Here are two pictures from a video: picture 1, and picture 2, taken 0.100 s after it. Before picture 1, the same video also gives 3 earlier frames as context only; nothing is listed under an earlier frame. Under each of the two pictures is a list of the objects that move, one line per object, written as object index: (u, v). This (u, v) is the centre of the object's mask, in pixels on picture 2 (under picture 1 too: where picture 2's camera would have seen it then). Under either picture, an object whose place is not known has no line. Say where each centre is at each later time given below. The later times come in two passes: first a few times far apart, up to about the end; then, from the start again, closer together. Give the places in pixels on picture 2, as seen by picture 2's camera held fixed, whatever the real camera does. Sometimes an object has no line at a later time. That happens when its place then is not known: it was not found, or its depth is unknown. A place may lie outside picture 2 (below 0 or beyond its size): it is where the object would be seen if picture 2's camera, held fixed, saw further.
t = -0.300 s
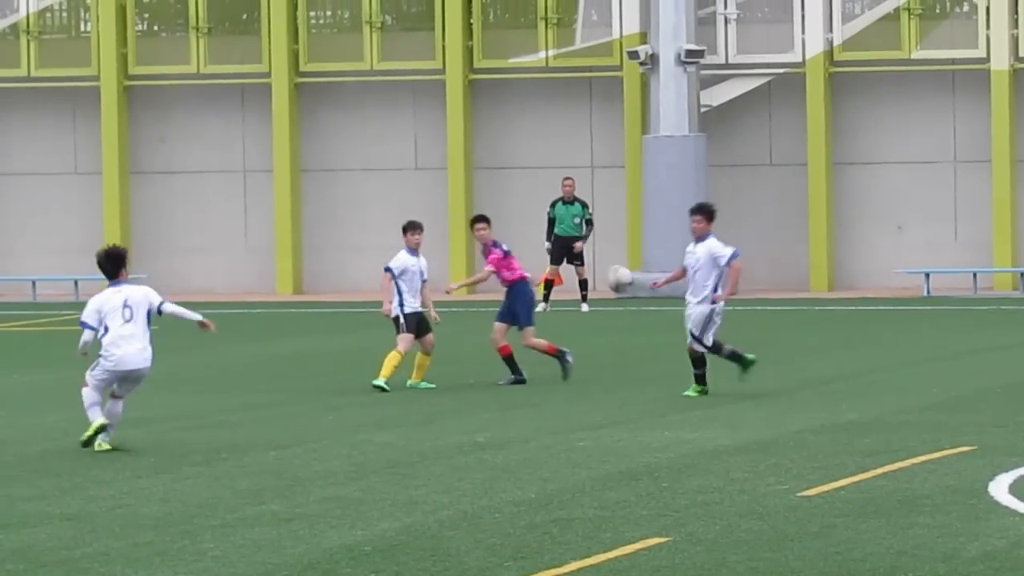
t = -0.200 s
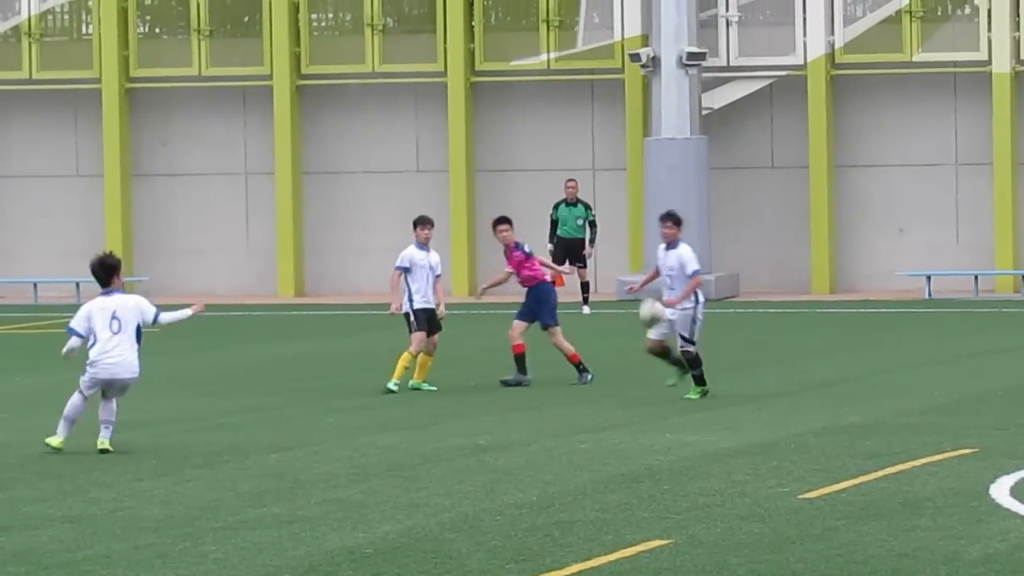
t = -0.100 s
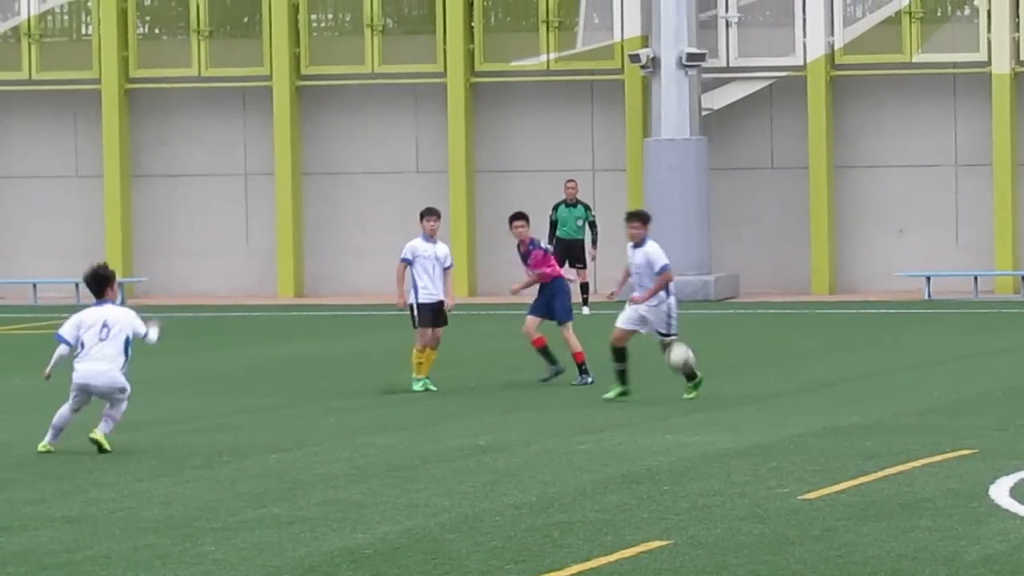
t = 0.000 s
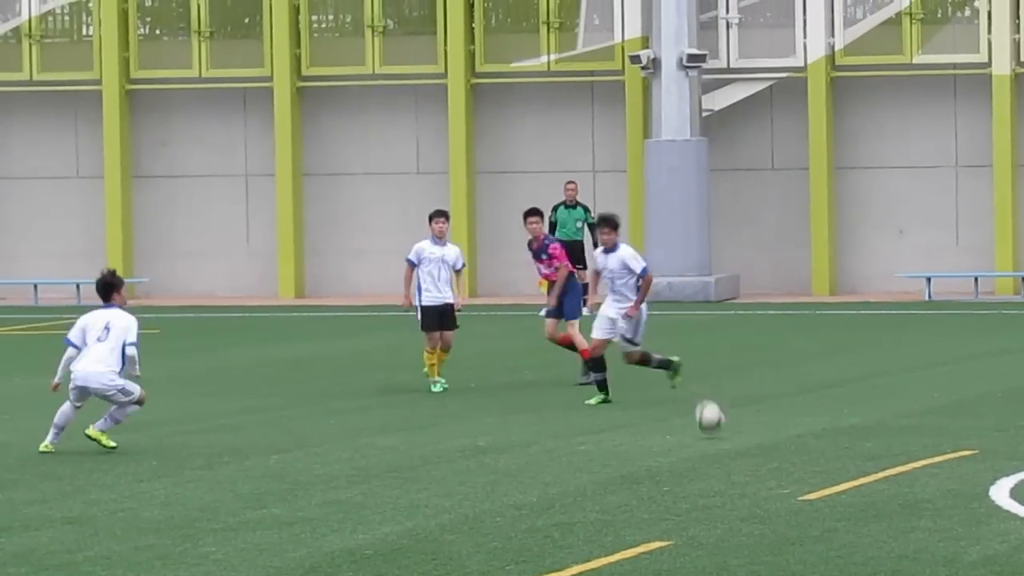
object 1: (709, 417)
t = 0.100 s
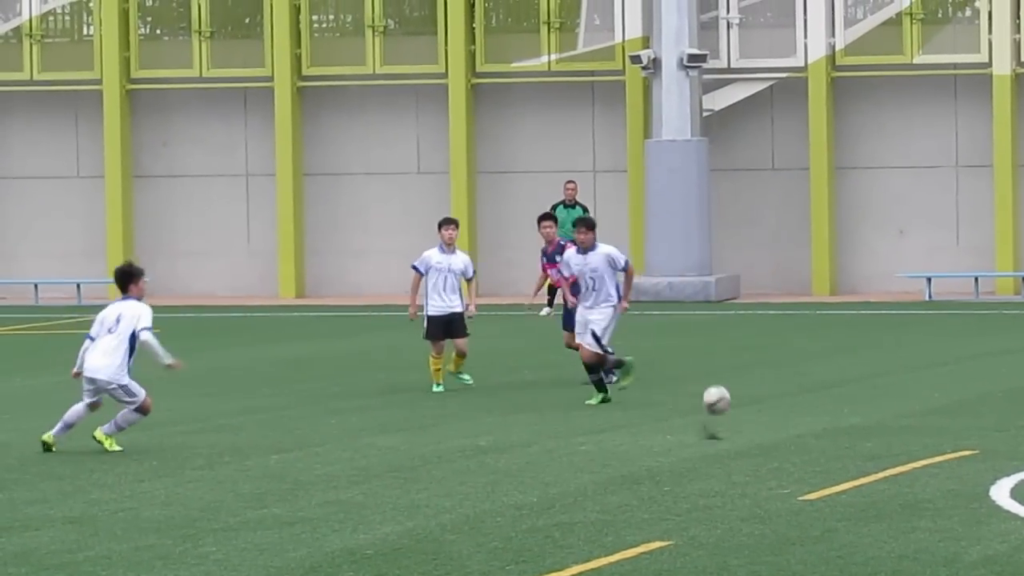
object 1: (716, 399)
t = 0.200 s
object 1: (718, 377)
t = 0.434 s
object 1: (720, 373)
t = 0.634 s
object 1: (722, 428)
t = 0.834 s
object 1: (728, 420)
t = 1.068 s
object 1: (737, 435)
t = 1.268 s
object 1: (740, 455)
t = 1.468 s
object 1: (738, 465)
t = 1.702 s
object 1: (732, 477)
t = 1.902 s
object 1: (726, 495)
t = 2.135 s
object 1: (718, 507)
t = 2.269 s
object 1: (713, 515)
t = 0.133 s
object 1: (717, 391)
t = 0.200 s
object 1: (718, 377)
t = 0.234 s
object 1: (718, 372)
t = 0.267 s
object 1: (718, 369)
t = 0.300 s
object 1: (719, 366)
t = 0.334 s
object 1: (719, 366)
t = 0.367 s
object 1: (720, 367)
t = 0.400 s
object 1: (719, 369)
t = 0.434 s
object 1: (720, 373)
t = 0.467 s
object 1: (721, 378)
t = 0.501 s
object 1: (721, 386)
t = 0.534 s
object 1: (721, 394)
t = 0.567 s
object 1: (721, 404)
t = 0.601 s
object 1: (721, 415)
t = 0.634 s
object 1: (722, 428)
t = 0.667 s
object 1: (722, 444)
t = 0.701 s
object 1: (722, 445)
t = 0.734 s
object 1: (724, 436)
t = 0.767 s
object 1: (725, 429)
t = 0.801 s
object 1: (726, 424)
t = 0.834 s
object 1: (728, 420)
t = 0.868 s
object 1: (729, 417)
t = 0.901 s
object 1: (730, 417)
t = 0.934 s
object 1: (732, 417)
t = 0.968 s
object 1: (733, 420)
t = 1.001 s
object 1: (734, 423)
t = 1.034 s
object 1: (735, 428)
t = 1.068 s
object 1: (737, 435)
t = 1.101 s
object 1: (738, 444)
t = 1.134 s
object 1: (739, 454)
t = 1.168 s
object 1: (740, 466)
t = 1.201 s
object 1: (740, 463)
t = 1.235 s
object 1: (740, 459)
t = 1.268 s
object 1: (740, 455)
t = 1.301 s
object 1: (740, 453)
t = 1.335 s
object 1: (739, 452)
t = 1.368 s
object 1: (739, 452)
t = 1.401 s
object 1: (738, 455)
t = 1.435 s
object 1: (738, 459)
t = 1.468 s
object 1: (738, 465)
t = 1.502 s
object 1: (737, 472)
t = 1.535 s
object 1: (736, 481)
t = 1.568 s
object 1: (735, 483)
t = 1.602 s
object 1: (735, 479)
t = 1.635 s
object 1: (734, 477)
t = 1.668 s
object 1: (733, 476)
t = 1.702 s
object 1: (732, 477)
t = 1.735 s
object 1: (731, 480)
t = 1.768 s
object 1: (730, 484)
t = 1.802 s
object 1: (730, 491)
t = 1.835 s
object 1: (728, 497)
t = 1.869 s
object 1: (728, 495)
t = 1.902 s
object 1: (726, 495)
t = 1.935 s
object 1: (725, 496)
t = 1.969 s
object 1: (723, 498)
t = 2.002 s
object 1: (722, 503)
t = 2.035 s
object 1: (721, 504)
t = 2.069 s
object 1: (719, 504)
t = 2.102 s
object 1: (718, 504)
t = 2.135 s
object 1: (718, 507)
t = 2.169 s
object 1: (716, 511)
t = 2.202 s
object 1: (715, 511)
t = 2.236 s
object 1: (714, 513)
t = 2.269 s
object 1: (713, 515)
